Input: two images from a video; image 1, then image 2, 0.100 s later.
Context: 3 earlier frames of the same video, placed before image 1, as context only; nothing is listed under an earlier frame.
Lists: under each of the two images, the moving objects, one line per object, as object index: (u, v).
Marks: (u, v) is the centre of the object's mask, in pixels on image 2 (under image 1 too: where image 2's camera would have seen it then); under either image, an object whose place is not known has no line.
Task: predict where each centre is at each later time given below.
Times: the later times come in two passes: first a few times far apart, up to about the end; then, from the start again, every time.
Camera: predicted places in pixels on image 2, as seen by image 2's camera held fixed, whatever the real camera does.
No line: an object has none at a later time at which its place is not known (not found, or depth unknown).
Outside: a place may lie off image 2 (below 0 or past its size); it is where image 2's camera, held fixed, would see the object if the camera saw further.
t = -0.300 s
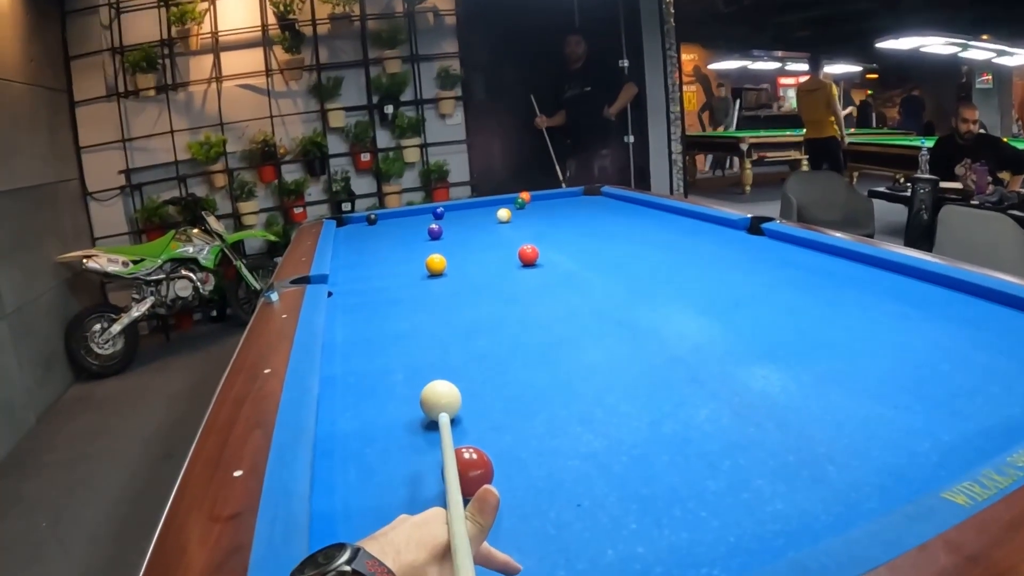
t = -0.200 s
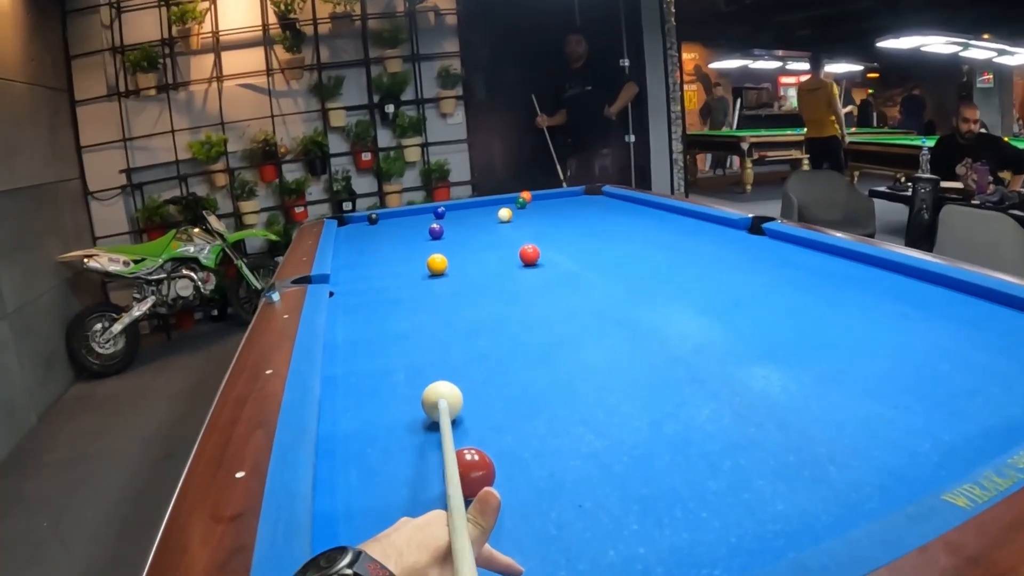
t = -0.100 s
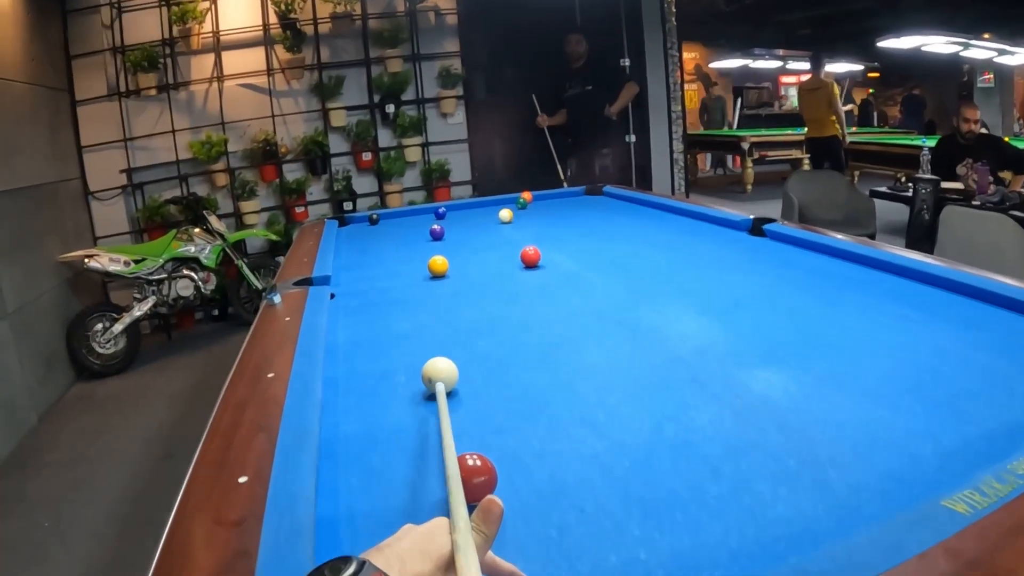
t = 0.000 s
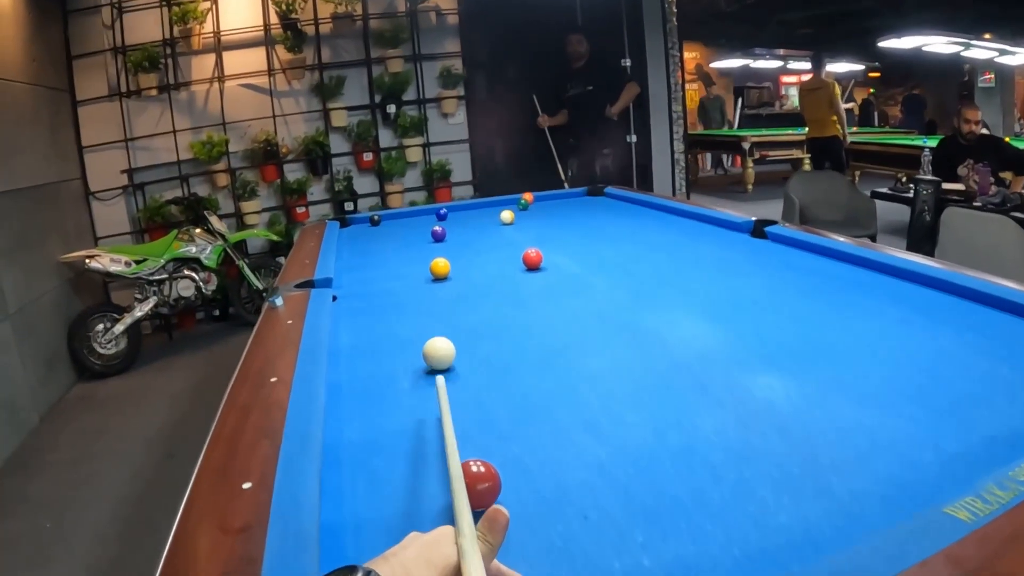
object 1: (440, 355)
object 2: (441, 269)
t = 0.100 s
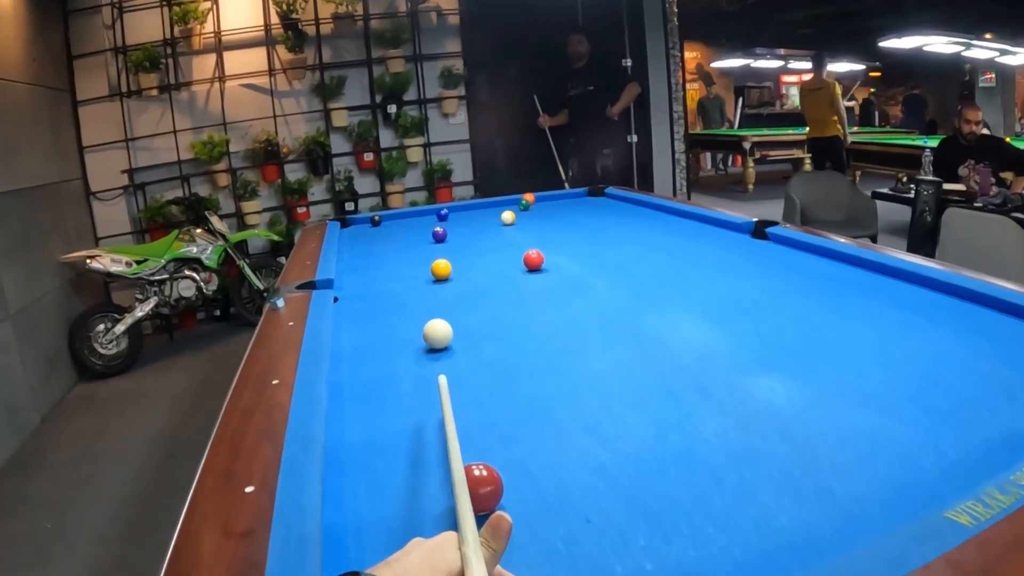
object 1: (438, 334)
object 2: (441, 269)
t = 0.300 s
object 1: (433, 301)
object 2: (441, 270)
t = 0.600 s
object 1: (417, 274)
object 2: (450, 265)
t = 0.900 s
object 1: (379, 267)
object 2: (477, 251)
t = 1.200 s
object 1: (349, 260)
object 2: (500, 241)
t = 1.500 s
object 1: (356, 253)
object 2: (518, 232)
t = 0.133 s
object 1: (436, 327)
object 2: (441, 269)
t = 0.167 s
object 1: (436, 322)
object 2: (441, 269)
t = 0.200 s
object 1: (435, 316)
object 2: (441, 269)
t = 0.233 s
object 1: (434, 311)
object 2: (441, 269)
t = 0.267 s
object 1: (433, 306)
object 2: (441, 269)
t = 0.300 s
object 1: (433, 301)
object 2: (441, 270)
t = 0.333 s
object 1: (432, 297)
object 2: (441, 270)
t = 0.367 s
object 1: (432, 293)
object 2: (441, 270)
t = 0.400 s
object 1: (431, 289)
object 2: (441, 269)
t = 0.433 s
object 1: (430, 285)
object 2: (441, 269)
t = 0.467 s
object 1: (430, 281)
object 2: (442, 268)
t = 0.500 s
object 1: (429, 278)
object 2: (442, 269)
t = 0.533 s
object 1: (428, 275)
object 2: (443, 268)
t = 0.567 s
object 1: (422, 275)
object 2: (446, 267)
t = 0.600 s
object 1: (417, 274)
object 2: (450, 265)
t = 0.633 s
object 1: (412, 273)
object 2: (454, 263)
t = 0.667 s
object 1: (407, 272)
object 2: (457, 262)
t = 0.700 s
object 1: (403, 271)
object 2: (460, 260)
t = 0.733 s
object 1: (399, 271)
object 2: (463, 258)
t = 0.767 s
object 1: (395, 270)
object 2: (466, 257)
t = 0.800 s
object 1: (390, 269)
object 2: (469, 256)
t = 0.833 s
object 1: (386, 268)
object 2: (472, 254)
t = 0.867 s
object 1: (383, 267)
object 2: (475, 253)
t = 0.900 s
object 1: (379, 267)
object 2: (477, 251)
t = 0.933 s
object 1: (375, 266)
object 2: (480, 250)
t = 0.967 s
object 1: (371, 265)
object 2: (482, 249)
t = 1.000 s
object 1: (368, 264)
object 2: (485, 248)
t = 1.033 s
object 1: (365, 264)
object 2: (488, 246)
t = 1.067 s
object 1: (362, 263)
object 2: (490, 245)
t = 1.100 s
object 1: (358, 262)
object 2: (493, 244)
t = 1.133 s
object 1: (355, 262)
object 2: (495, 243)
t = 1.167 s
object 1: (352, 261)
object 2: (497, 242)
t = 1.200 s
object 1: (349, 260)
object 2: (500, 241)
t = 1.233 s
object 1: (346, 260)
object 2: (502, 240)
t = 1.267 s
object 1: (346, 259)
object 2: (504, 239)
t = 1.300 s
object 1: (347, 258)
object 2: (506, 238)
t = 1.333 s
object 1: (349, 257)
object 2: (508, 236)
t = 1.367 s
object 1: (350, 256)
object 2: (510, 235)
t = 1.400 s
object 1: (352, 255)
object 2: (512, 235)
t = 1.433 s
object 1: (353, 254)
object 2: (514, 234)
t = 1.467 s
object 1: (355, 254)
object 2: (516, 233)
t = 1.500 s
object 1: (356, 253)
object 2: (518, 232)
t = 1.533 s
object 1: (357, 252)
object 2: (520, 231)
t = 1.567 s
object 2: (522, 231)
